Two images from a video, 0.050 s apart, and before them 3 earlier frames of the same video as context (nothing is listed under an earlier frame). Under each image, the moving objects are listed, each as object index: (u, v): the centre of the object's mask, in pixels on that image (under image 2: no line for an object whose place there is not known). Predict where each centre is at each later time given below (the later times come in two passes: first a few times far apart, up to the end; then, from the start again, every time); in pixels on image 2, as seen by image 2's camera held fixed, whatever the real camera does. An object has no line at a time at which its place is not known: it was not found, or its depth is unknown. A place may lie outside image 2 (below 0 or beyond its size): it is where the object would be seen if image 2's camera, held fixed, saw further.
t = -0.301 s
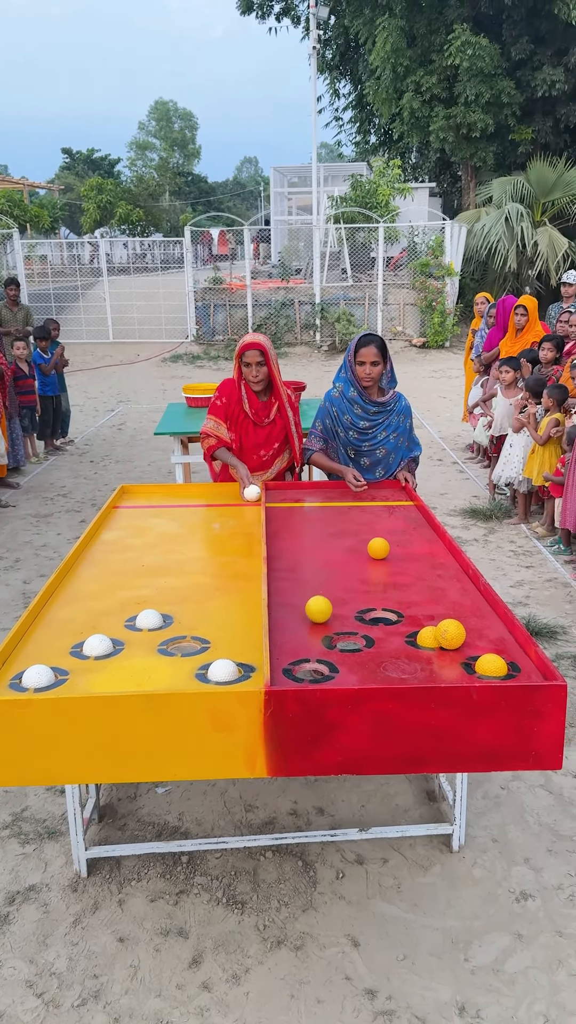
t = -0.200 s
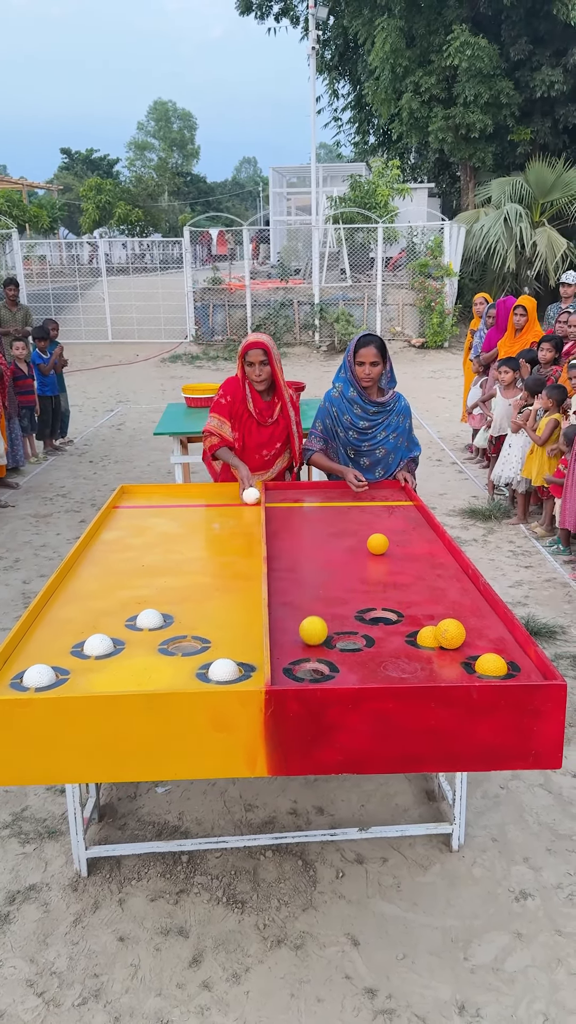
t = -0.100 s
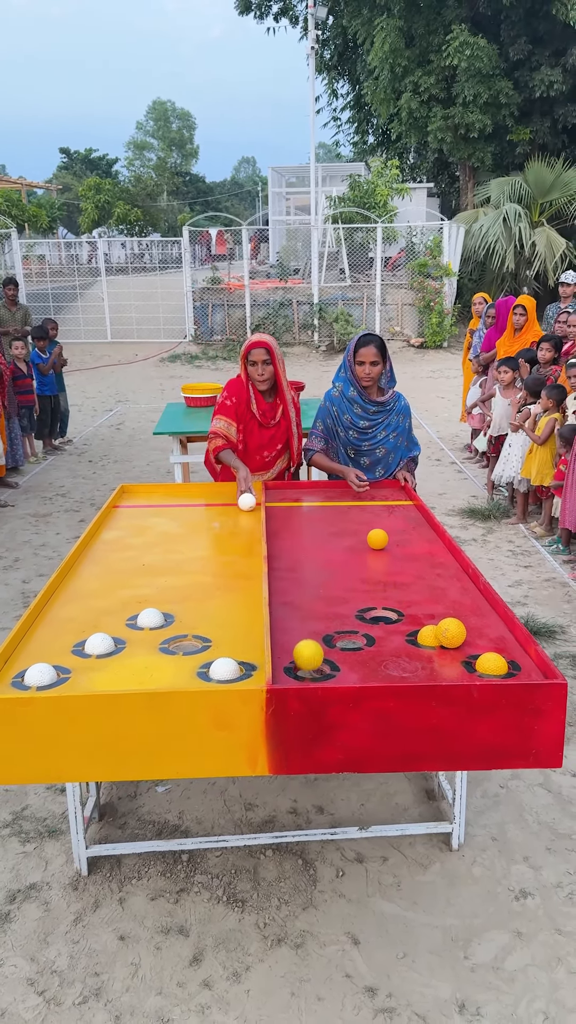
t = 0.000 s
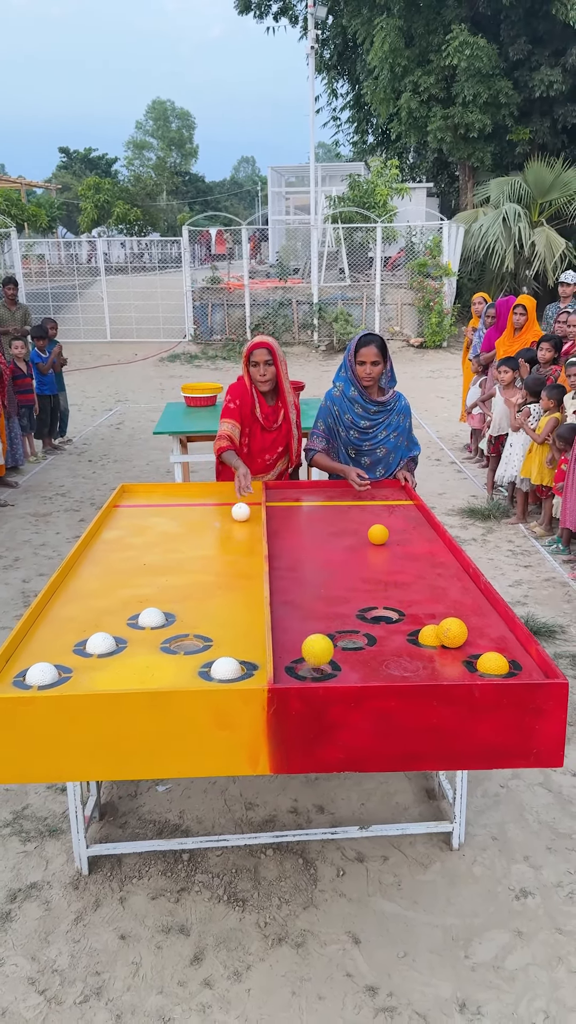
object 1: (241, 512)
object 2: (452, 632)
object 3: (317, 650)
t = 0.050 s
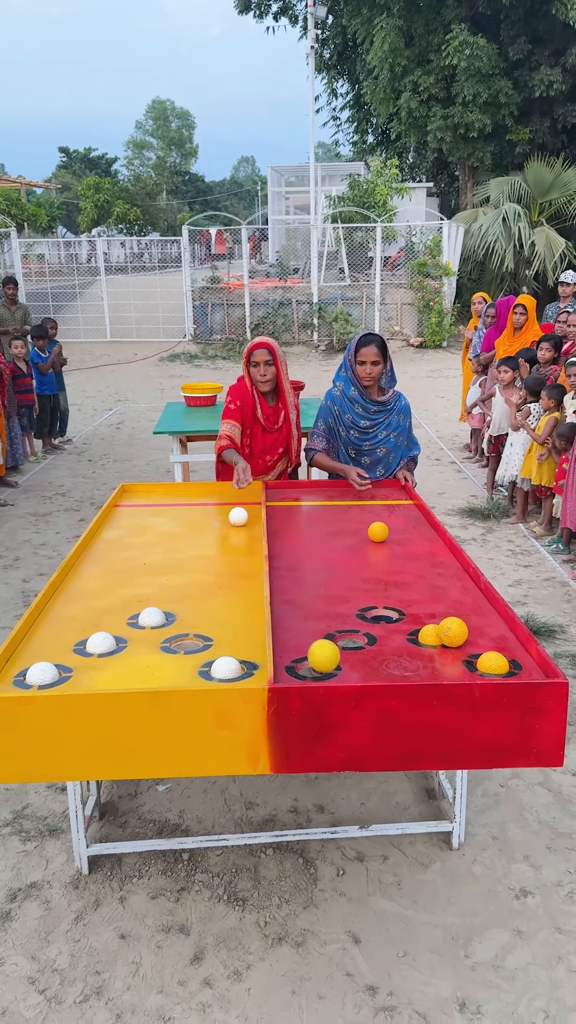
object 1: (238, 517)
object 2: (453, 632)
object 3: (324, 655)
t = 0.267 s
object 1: (229, 537)
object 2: (453, 631)
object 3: (343, 666)
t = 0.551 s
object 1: (217, 568)
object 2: (454, 631)
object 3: (363, 656)
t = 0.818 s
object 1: (205, 601)
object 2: (455, 630)
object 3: (379, 643)
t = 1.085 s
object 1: (184, 636)
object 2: (461, 627)
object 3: (393, 628)
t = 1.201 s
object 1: (157, 648)
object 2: (464, 624)
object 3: (399, 621)
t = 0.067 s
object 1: (237, 518)
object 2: (453, 632)
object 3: (326, 660)
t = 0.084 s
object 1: (237, 520)
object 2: (453, 632)
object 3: (328, 665)
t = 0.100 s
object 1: (236, 521)
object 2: (453, 631)
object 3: (330, 670)
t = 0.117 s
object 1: (235, 523)
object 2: (453, 631)
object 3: (332, 671)
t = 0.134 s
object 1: (235, 525)
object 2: (453, 631)
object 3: (333, 669)
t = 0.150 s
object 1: (234, 526)
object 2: (453, 631)
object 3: (334, 667)
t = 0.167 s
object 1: (233, 527)
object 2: (453, 631)
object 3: (336, 666)
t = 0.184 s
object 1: (232, 529)
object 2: (453, 631)
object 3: (337, 665)
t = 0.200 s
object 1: (232, 531)
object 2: (454, 631)
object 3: (338, 666)
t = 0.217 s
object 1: (231, 533)
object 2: (454, 631)
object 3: (340, 667)
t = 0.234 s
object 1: (231, 534)
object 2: (453, 631)
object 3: (341, 667)
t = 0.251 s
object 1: (230, 536)
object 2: (453, 631)
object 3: (342, 666)
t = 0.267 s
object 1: (229, 537)
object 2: (453, 631)
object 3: (343, 666)
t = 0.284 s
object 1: (228, 539)
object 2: (453, 631)
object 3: (345, 666)
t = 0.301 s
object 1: (228, 541)
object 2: (453, 631)
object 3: (346, 666)
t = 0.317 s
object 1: (227, 543)
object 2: (454, 631)
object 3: (347, 665)
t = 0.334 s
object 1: (226, 545)
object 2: (454, 631)
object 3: (348, 665)
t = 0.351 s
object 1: (226, 546)
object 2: (454, 631)
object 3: (349, 664)
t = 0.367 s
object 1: (225, 548)
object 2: (453, 631)
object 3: (350, 664)
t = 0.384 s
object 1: (224, 550)
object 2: (453, 631)
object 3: (351, 663)
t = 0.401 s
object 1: (224, 552)
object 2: (454, 631)
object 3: (353, 663)
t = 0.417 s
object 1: (223, 553)
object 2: (453, 631)
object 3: (354, 662)
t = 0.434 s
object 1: (222, 555)
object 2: (453, 631)
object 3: (355, 661)
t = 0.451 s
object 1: (221, 557)
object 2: (453, 631)
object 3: (356, 661)
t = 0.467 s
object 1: (221, 559)
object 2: (453, 631)
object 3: (357, 660)
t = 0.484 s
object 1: (220, 561)
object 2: (453, 631)
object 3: (358, 659)
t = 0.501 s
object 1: (219, 563)
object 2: (453, 631)
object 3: (359, 659)
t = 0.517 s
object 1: (219, 565)
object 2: (453, 631)
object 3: (360, 658)
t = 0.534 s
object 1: (218, 566)
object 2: (453, 631)
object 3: (362, 657)
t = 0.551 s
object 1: (217, 568)
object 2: (454, 631)
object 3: (363, 656)
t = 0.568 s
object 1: (216, 571)
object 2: (454, 631)
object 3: (364, 655)
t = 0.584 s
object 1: (216, 572)
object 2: (454, 631)
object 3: (365, 655)
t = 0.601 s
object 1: (215, 575)
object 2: (454, 631)
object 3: (366, 654)
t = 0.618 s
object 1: (214, 576)
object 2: (454, 631)
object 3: (367, 653)
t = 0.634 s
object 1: (213, 578)
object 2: (454, 631)
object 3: (368, 652)
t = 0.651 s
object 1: (213, 580)
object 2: (454, 631)
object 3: (369, 651)
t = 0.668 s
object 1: (212, 582)
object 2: (454, 631)
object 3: (370, 651)
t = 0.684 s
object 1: (211, 584)
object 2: (454, 631)
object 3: (371, 650)
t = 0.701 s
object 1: (210, 586)
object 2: (454, 631)
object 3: (372, 649)
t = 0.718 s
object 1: (210, 588)
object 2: (455, 631)
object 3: (373, 648)
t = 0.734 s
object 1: (209, 590)
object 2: (455, 630)
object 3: (374, 647)
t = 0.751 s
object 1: (208, 592)
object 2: (455, 630)
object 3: (375, 646)
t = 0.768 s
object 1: (207, 594)
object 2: (455, 630)
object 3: (376, 645)
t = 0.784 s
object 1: (207, 597)
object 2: (455, 630)
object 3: (377, 644)
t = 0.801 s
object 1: (206, 599)
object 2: (455, 630)
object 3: (378, 644)
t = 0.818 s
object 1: (205, 601)
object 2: (455, 630)
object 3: (379, 643)
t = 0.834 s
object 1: (204, 603)
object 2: (455, 630)
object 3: (380, 642)
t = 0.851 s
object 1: (203, 605)
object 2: (456, 630)
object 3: (380, 641)
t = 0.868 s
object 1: (203, 607)
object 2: (456, 630)
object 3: (381, 640)
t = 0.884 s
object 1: (202, 610)
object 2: (456, 629)
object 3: (382, 639)
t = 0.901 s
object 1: (201, 612)
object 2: (457, 629)
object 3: (383, 638)
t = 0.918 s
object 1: (200, 614)
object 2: (457, 629)
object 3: (384, 637)
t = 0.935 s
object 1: (199, 616)
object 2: (457, 629)
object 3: (385, 636)
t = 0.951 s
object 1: (198, 619)
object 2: (458, 629)
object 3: (386, 635)
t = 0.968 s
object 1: (198, 621)
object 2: (458, 629)
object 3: (387, 634)
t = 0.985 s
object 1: (197, 623)
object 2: (459, 628)
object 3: (388, 633)
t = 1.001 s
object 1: (196, 625)
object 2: (459, 628)
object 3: (389, 632)
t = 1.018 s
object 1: (195, 629)
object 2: (459, 628)
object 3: (390, 631)
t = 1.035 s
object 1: (194, 633)
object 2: (460, 628)
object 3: (391, 631)
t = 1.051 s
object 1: (191, 636)
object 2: (460, 627)
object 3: (391, 629)
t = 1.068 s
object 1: (188, 636)
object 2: (461, 627)
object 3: (392, 629)
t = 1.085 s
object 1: (184, 636)
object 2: (461, 627)
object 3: (393, 628)
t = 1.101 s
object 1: (181, 637)
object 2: (462, 627)
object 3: (394, 627)
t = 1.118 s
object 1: (177, 639)
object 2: (462, 626)
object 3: (395, 626)
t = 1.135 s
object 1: (173, 641)
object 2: (463, 626)
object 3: (396, 625)
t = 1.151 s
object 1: (169, 643)
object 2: (463, 625)
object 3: (396, 624)
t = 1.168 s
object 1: (166, 645)
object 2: (463, 625)
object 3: (397, 623)
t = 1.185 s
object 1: (161, 646)
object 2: (464, 624)
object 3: (398, 622)
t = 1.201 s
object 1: (157, 648)
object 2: (464, 624)
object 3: (399, 621)
